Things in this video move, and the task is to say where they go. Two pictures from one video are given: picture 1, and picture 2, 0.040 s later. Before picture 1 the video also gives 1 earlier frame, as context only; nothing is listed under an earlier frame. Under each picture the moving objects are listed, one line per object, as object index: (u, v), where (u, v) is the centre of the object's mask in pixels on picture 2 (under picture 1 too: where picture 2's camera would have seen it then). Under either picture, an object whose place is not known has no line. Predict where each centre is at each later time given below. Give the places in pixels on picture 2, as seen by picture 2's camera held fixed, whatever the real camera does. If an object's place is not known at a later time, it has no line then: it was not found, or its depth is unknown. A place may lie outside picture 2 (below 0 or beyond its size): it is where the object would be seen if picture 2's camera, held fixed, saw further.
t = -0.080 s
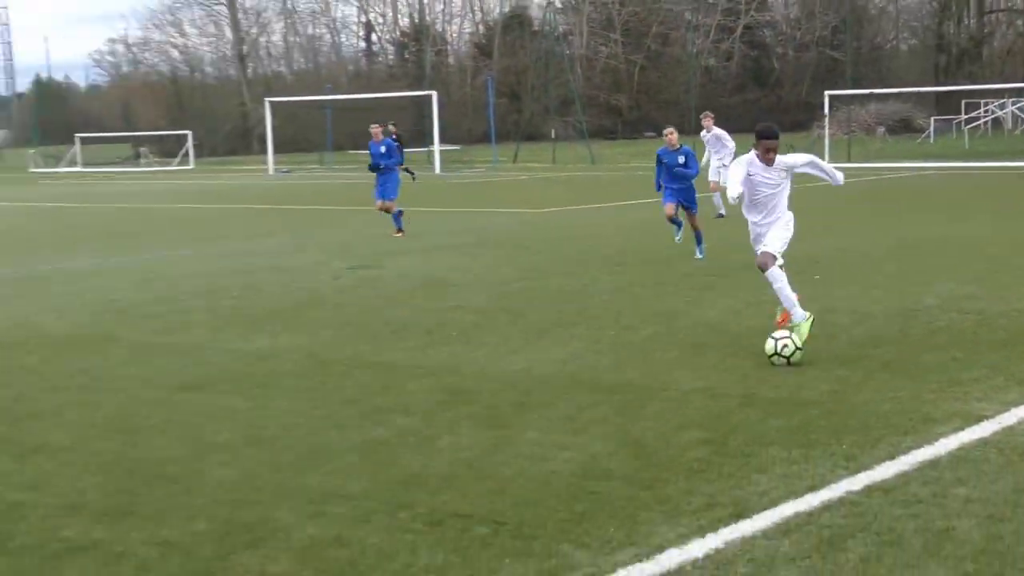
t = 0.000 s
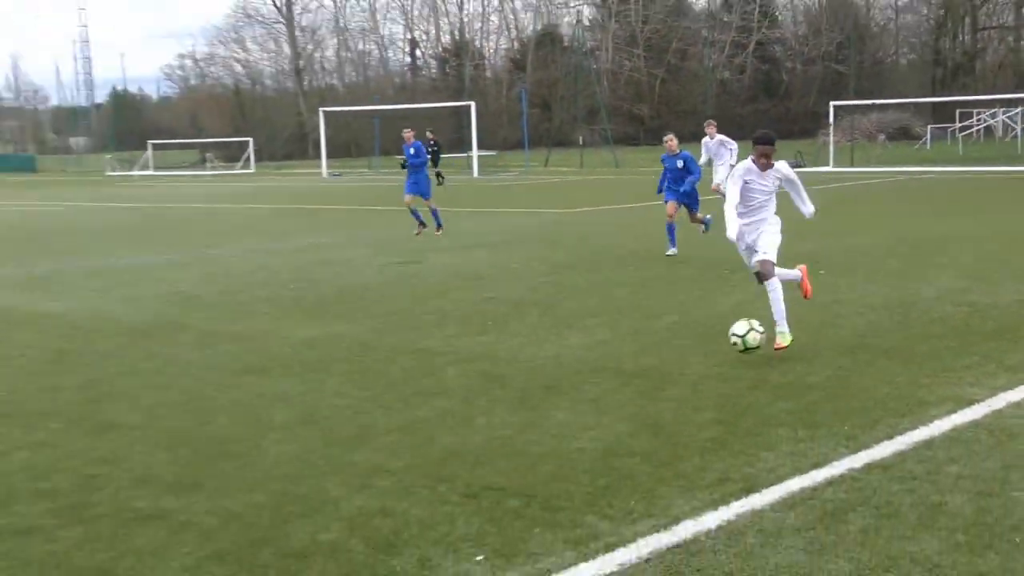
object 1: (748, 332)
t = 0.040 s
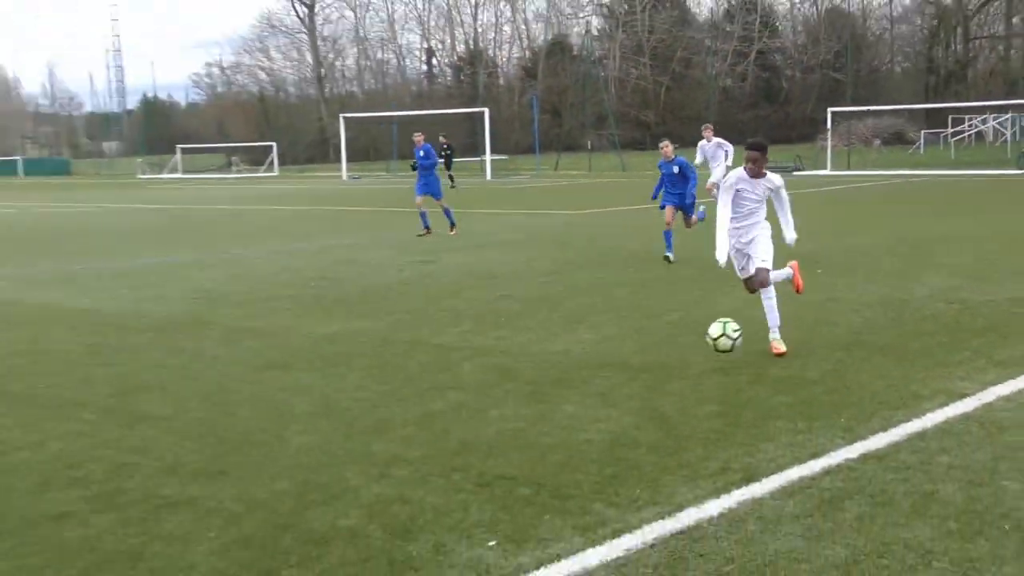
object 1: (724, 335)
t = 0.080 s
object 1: (699, 339)
